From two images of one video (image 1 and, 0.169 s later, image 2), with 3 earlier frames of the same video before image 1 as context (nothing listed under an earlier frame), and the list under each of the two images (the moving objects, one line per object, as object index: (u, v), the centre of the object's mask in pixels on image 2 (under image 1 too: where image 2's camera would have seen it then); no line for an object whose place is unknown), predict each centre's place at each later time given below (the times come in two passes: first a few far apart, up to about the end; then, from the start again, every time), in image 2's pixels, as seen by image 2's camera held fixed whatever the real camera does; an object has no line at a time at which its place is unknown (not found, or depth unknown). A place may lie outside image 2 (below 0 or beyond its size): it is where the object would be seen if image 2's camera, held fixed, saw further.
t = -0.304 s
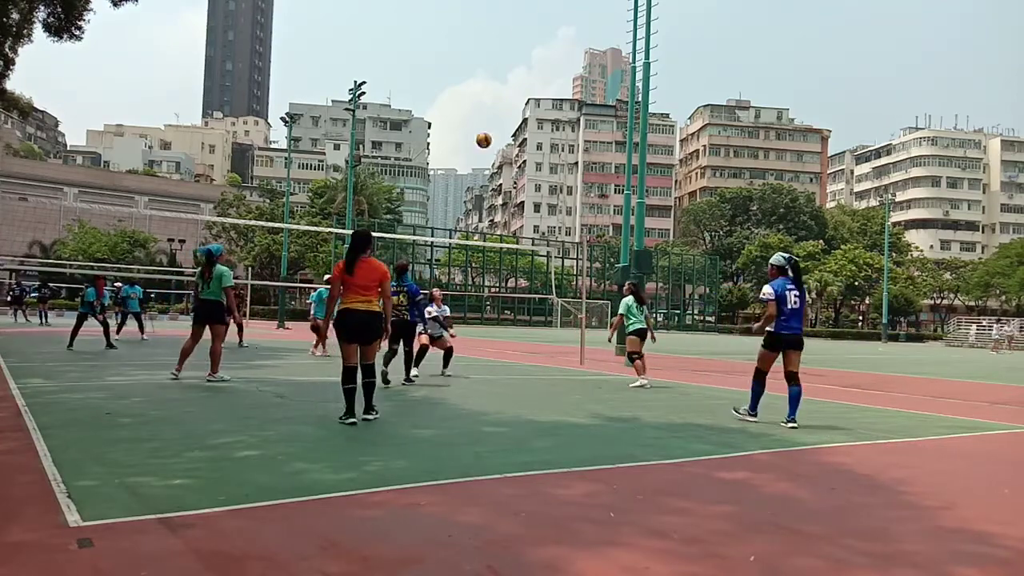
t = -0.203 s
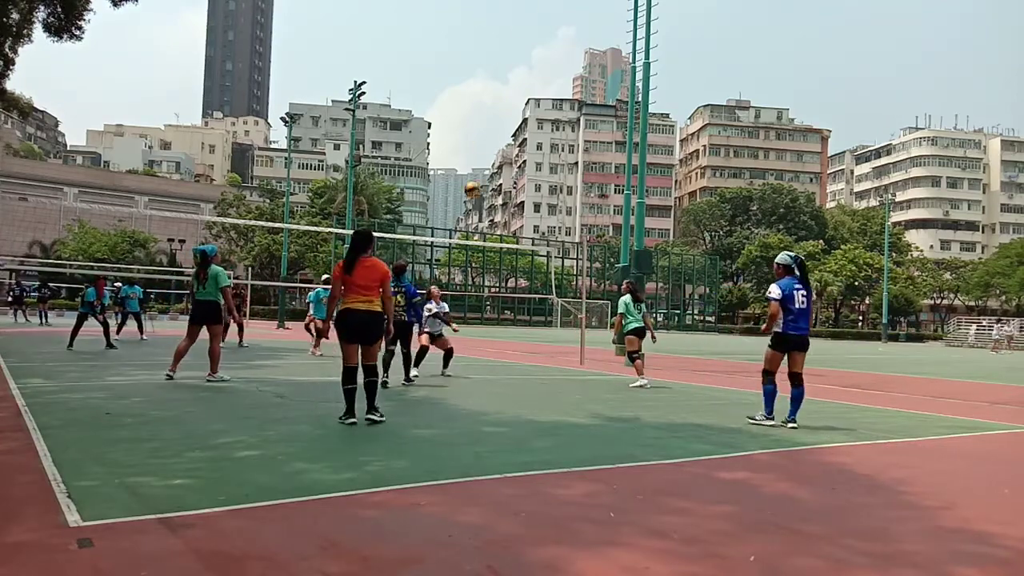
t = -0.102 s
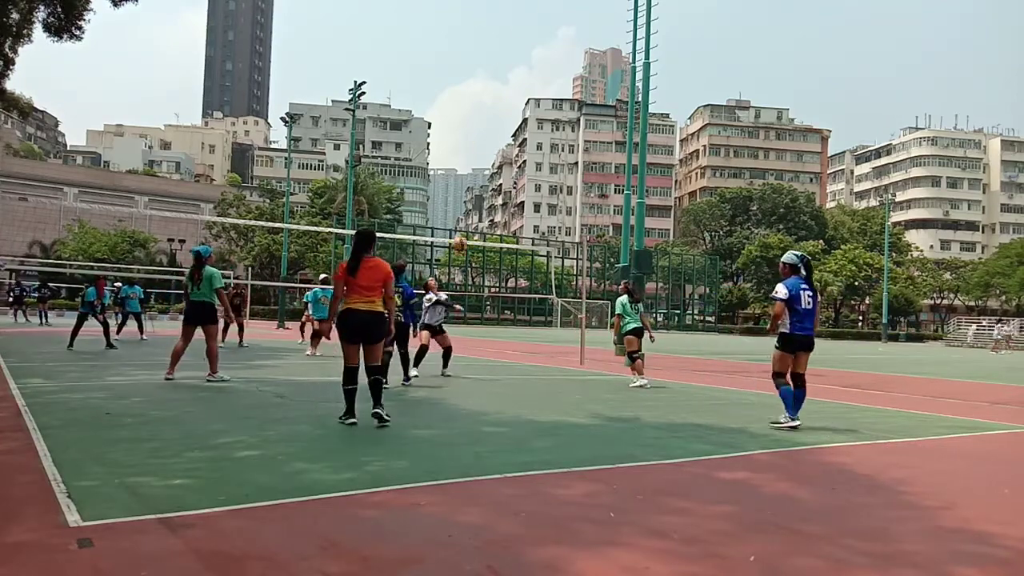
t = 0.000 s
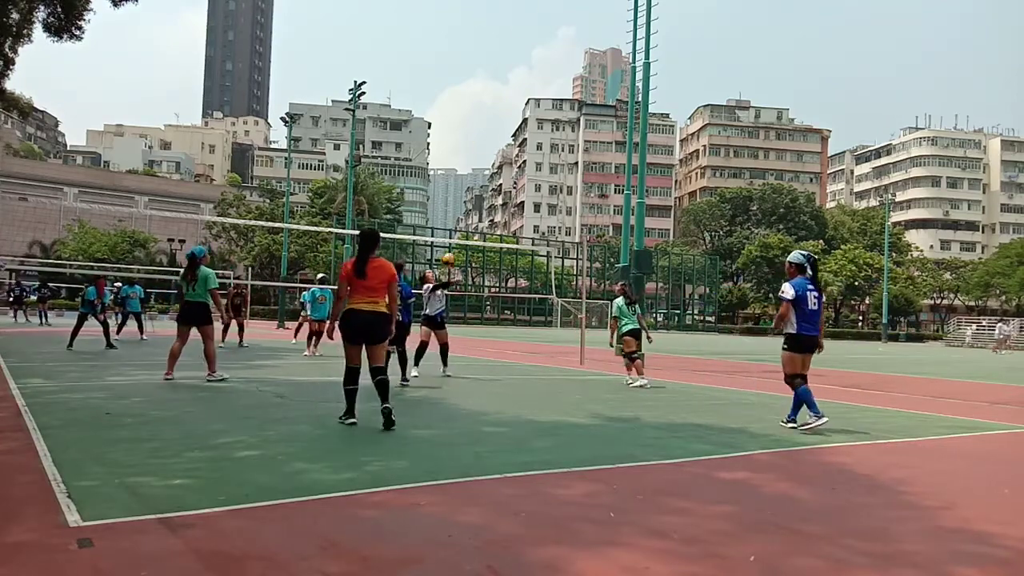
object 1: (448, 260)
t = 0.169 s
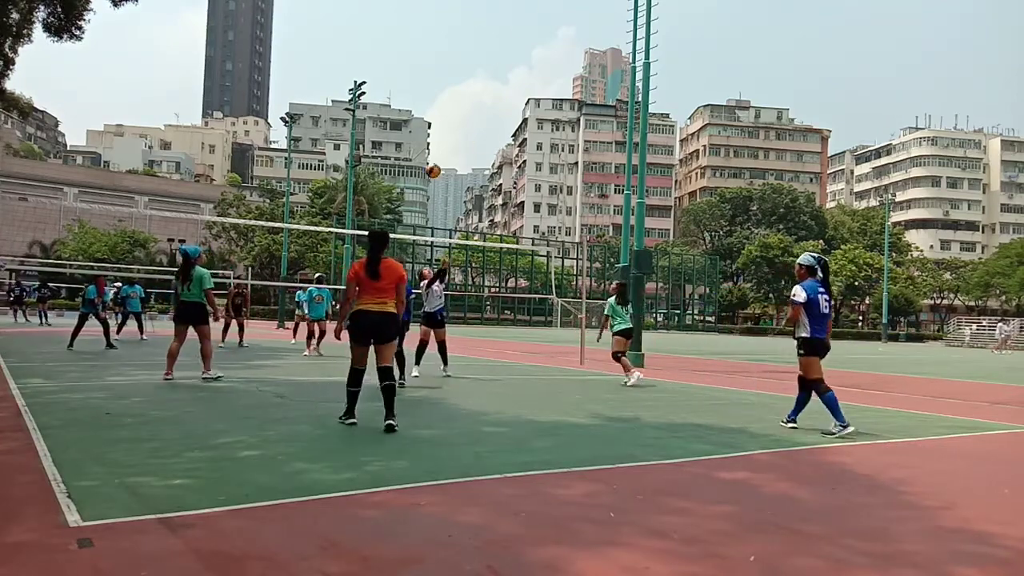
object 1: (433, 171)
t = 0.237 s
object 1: (426, 140)
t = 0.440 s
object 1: (407, 68)
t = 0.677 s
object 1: (383, 20)
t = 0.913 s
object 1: (360, 12)
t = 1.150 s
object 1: (335, 43)
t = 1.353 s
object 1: (315, 101)
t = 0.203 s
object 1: (429, 155)
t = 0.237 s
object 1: (426, 140)
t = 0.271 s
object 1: (423, 126)
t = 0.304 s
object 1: (420, 113)
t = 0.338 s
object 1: (417, 100)
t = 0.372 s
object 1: (413, 88)
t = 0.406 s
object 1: (410, 77)
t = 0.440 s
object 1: (407, 68)
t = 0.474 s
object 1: (403, 59)
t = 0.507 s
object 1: (400, 50)
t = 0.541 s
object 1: (397, 42)
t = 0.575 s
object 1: (393, 35)
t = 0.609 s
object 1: (390, 29)
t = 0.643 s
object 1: (387, 24)
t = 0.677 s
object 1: (383, 20)
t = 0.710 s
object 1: (380, 16)
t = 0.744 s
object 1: (376, 14)
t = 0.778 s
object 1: (373, 12)
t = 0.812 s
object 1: (370, 10)
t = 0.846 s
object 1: (366, 10)
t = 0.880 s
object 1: (363, 11)
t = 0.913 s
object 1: (360, 12)
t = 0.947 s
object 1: (356, 14)
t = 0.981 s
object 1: (353, 17)
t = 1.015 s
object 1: (349, 21)
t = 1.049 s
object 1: (346, 25)
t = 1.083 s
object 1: (342, 30)
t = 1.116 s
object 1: (339, 36)
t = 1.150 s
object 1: (335, 43)
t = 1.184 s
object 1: (332, 51)
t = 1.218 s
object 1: (328, 59)
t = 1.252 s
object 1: (325, 68)
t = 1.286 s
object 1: (321, 78)
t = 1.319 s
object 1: (318, 90)
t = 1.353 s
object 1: (315, 101)
